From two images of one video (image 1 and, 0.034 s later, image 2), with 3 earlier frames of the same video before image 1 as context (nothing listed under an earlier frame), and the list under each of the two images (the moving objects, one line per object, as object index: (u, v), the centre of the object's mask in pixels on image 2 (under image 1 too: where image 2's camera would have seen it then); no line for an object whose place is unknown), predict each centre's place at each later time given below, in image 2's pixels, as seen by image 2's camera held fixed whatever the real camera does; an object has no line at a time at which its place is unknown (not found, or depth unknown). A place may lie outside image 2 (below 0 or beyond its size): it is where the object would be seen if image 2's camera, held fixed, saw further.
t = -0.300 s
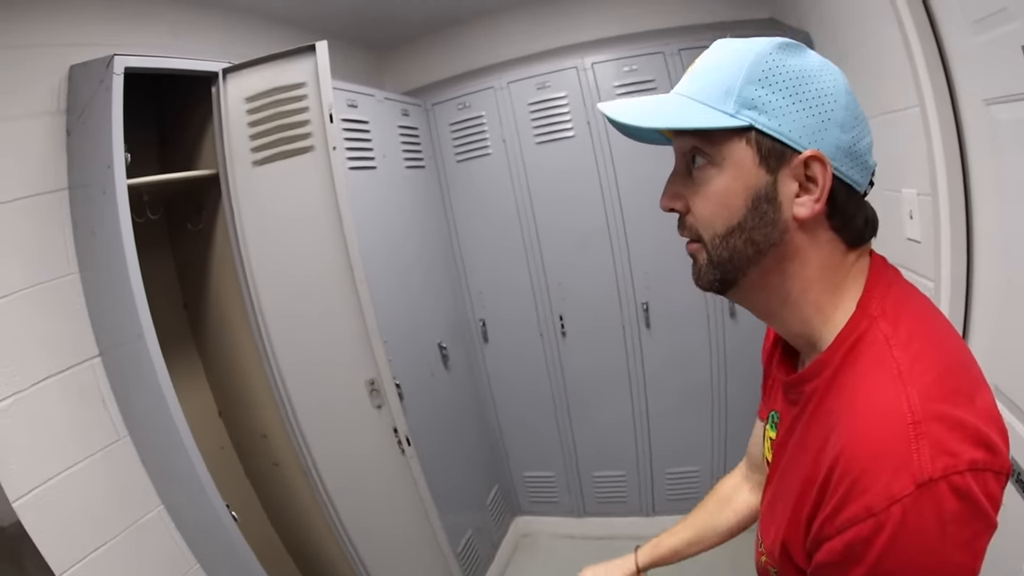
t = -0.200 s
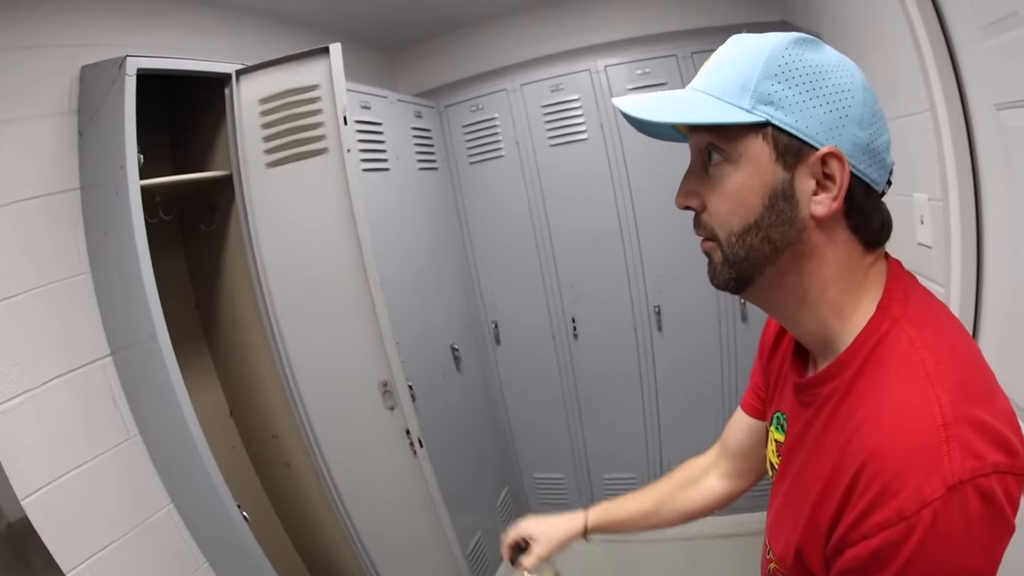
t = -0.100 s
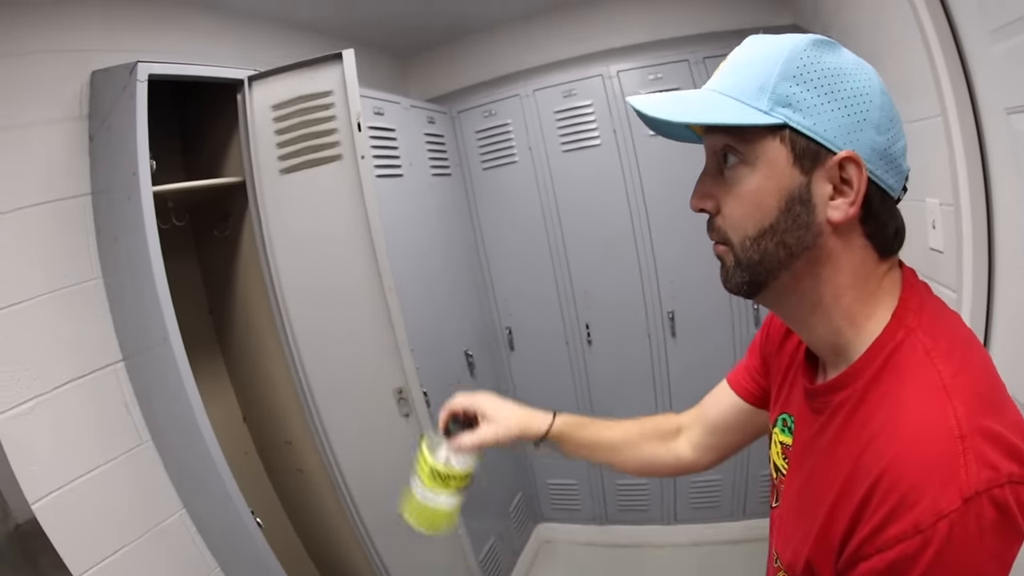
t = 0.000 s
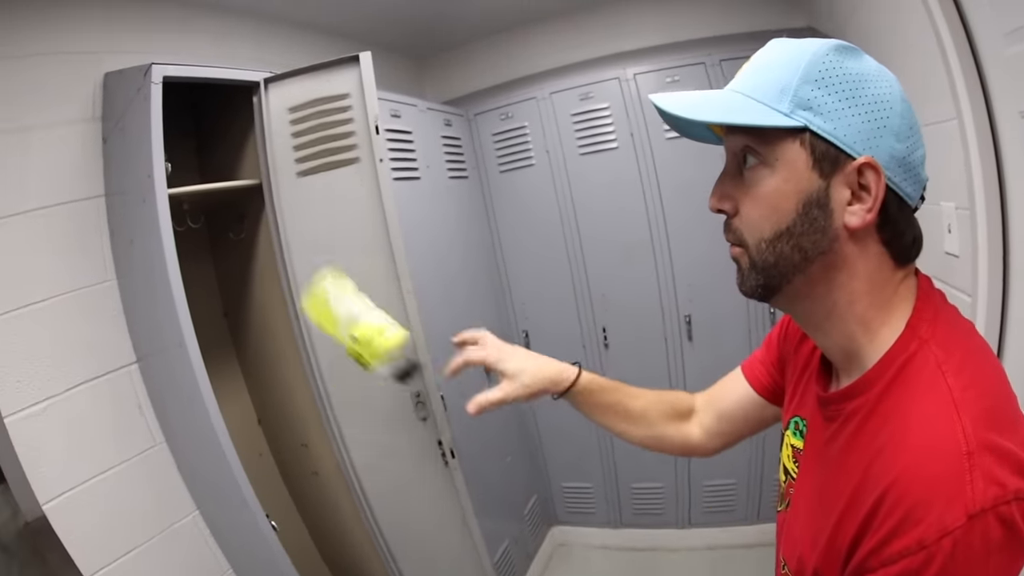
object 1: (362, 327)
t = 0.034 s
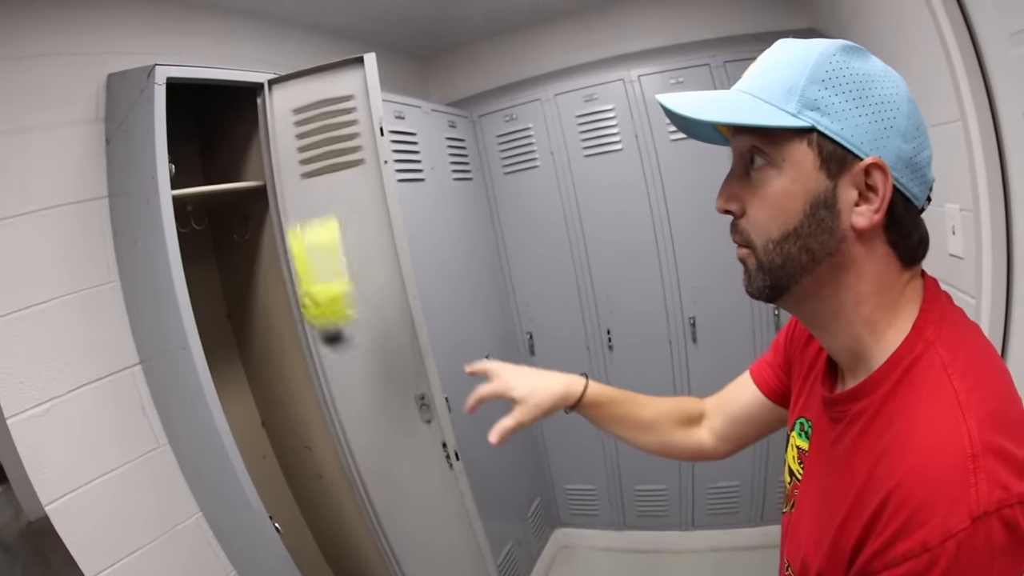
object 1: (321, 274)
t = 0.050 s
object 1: (304, 246)
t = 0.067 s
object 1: (291, 221)
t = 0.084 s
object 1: (281, 199)
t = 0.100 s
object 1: (273, 179)
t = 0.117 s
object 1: (266, 162)
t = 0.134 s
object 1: (260, 148)
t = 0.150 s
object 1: (254, 137)
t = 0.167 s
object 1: (248, 127)
